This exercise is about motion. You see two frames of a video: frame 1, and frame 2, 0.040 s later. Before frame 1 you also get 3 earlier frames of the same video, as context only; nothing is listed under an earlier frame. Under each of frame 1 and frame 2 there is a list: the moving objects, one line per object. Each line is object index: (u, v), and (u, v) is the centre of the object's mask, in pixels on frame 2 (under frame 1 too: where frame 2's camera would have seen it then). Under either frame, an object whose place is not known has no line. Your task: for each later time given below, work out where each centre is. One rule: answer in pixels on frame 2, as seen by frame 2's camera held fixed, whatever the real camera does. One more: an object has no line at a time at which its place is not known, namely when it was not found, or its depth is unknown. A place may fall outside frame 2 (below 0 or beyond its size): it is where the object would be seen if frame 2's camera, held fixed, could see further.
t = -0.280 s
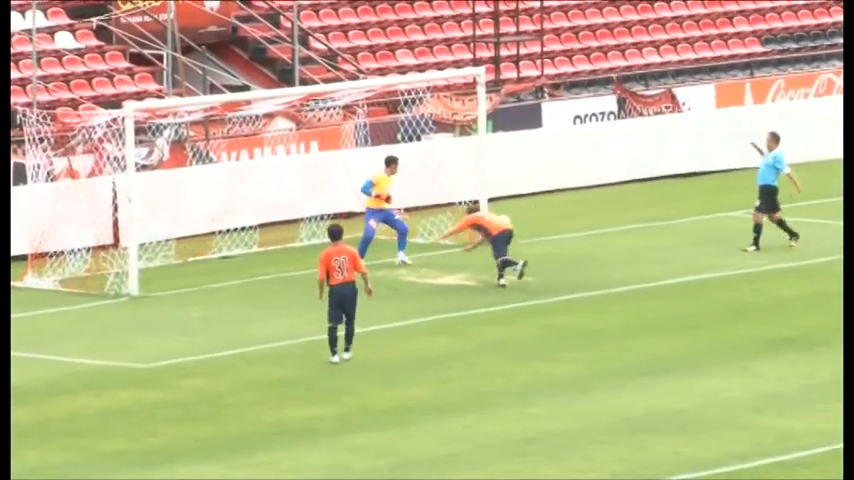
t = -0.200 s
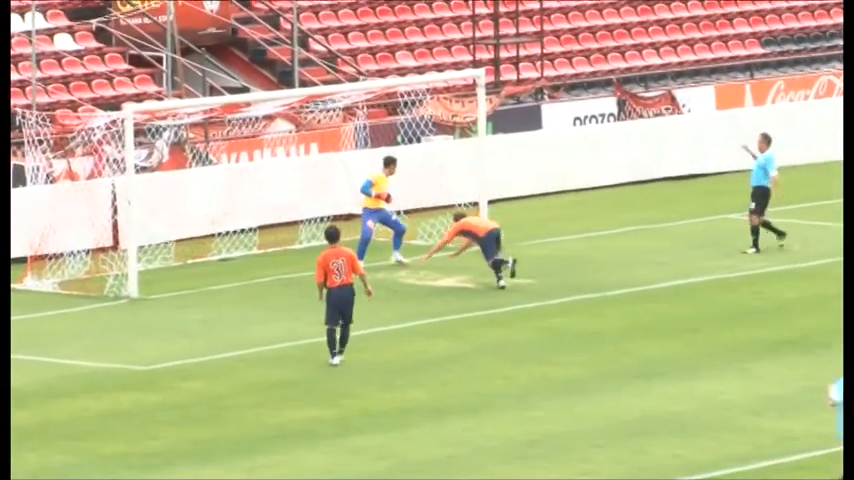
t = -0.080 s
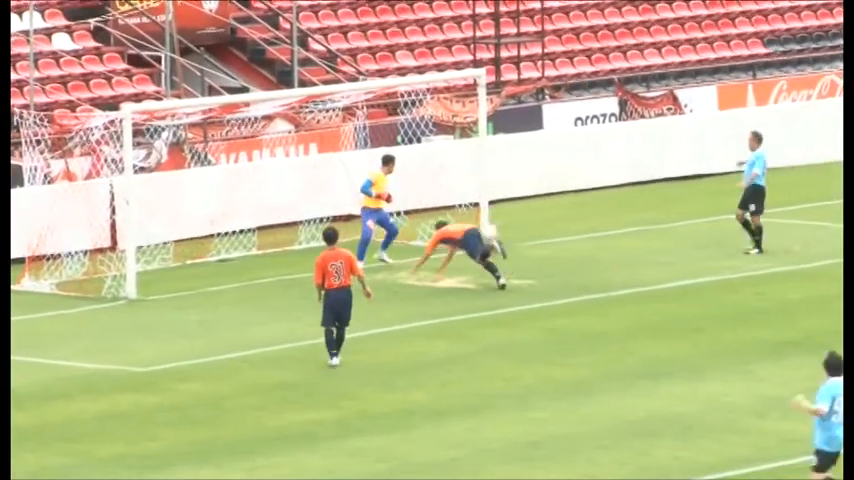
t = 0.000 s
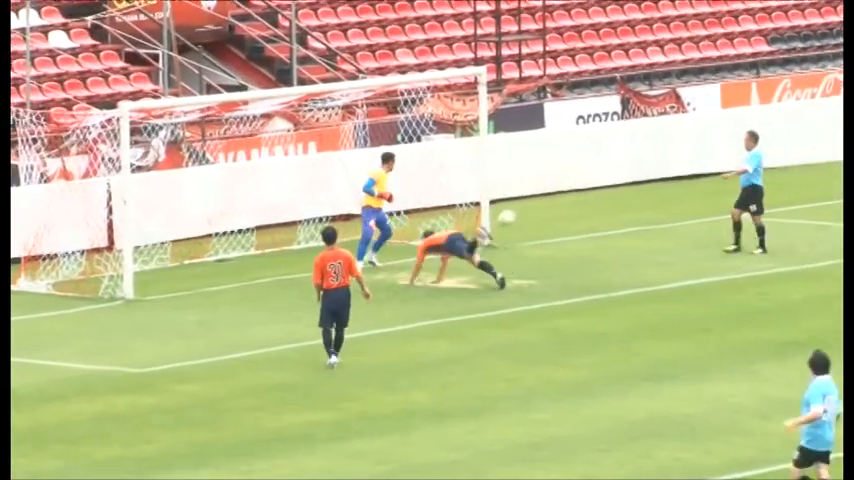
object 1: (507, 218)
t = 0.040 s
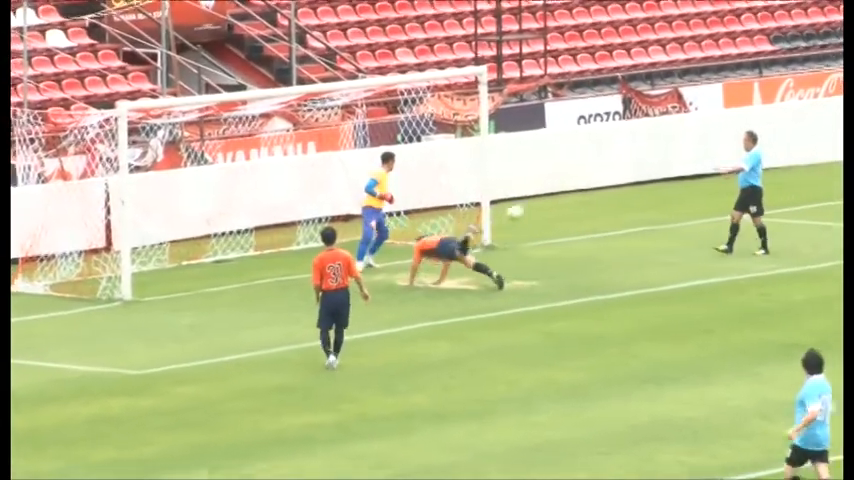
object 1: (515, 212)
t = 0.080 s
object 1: (523, 207)
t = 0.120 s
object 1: (532, 203)
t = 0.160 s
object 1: (539, 201)
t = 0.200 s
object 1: (548, 198)
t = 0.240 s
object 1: (557, 196)
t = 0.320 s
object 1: (573, 198)
